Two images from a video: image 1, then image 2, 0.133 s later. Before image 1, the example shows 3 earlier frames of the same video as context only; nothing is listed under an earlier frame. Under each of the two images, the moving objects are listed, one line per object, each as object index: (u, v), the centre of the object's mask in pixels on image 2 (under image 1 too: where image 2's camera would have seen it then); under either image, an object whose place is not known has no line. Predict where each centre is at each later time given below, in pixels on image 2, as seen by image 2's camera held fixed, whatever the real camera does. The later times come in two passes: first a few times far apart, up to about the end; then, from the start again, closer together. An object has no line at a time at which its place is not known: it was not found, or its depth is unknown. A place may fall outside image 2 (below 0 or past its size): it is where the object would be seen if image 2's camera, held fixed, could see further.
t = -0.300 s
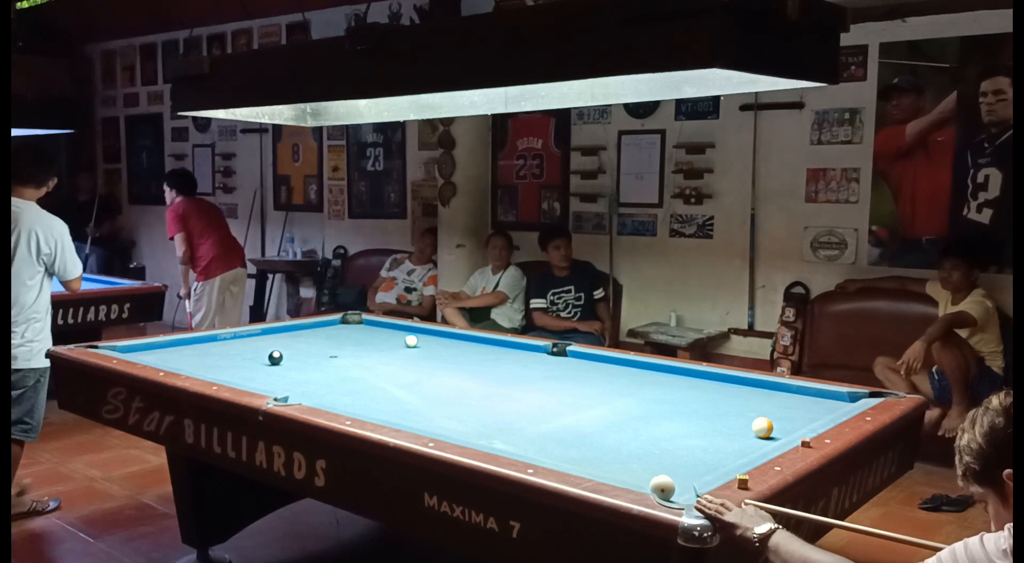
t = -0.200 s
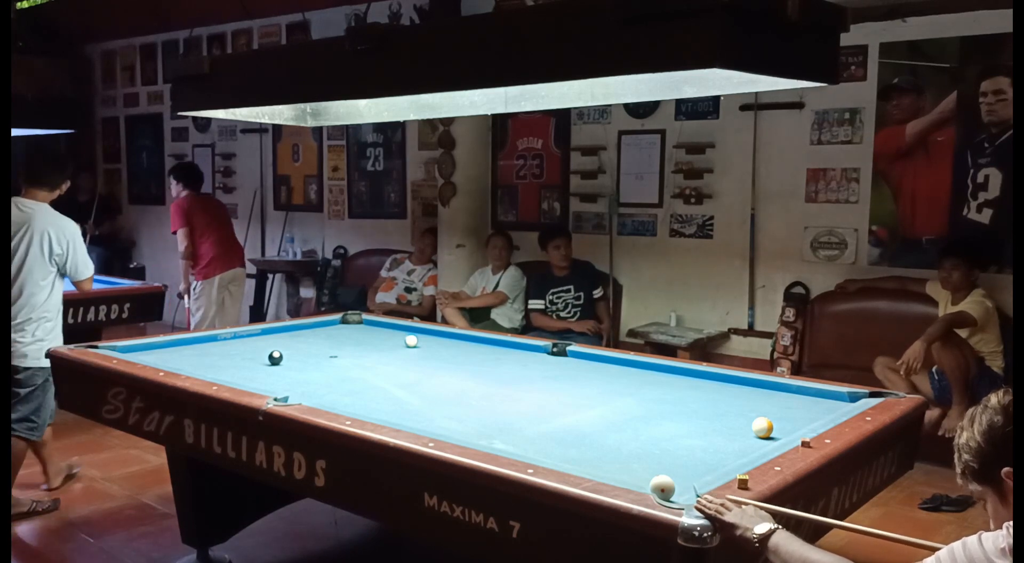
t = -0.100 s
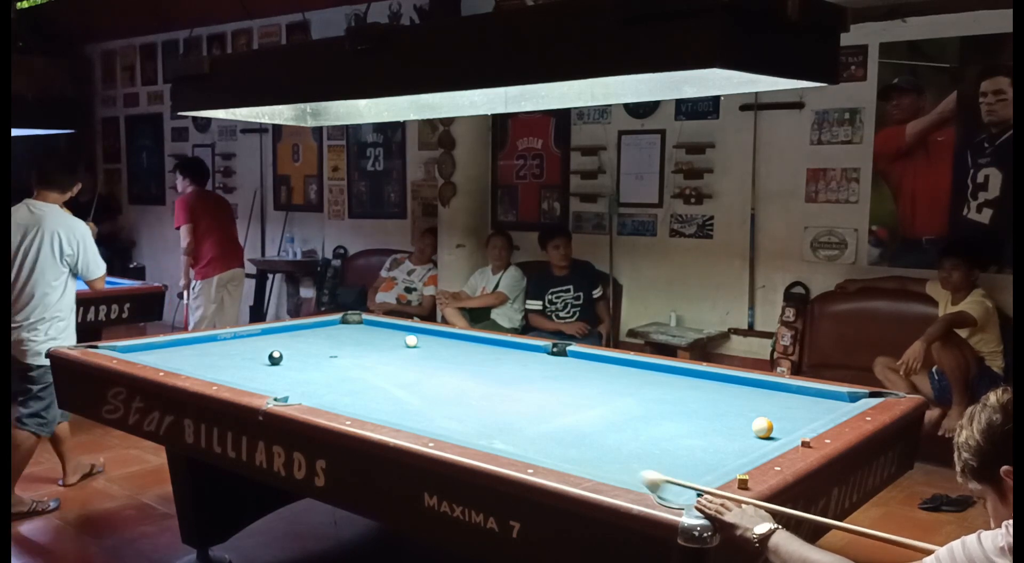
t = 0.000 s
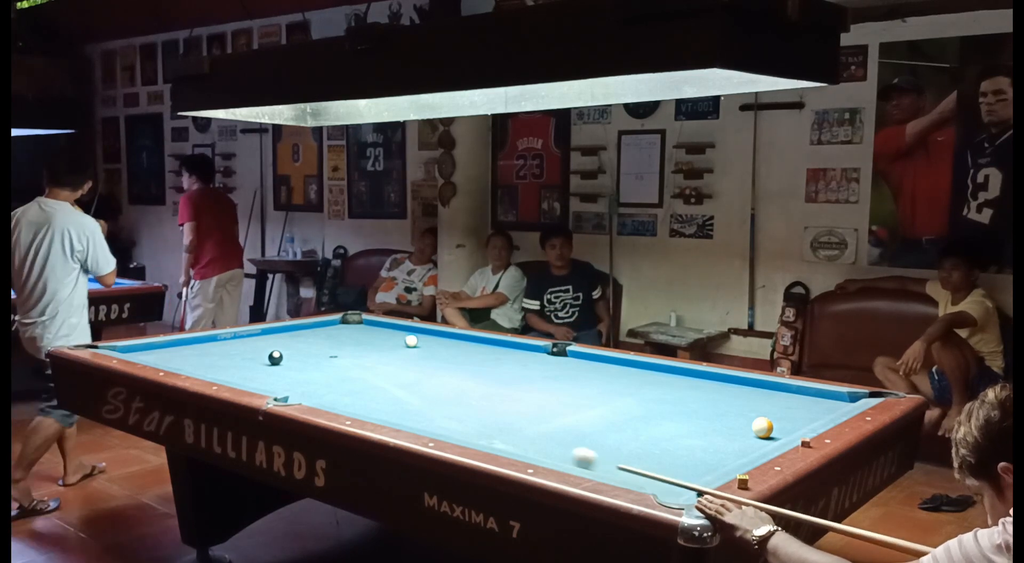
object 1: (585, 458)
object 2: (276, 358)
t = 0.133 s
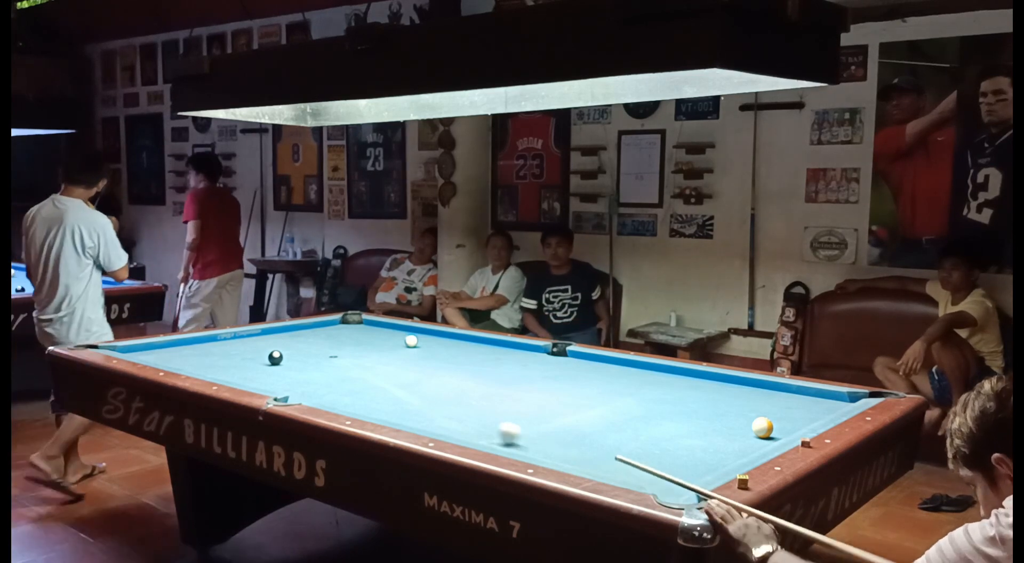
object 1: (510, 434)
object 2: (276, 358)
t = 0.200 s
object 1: (478, 422)
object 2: (275, 358)
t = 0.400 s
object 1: (396, 394)
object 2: (275, 358)
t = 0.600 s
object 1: (332, 371)
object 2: (276, 358)
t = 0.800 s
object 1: (292, 354)
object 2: (263, 358)
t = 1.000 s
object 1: (287, 339)
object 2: (224, 358)
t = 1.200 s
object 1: (287, 328)
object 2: (186, 358)
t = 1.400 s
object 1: (329, 329)
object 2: (149, 356)
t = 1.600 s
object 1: (369, 330)
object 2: (142, 354)
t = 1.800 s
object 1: (409, 331)
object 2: (145, 352)
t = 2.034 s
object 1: (445, 334)
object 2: (149, 349)
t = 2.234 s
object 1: (456, 339)
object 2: (152, 347)
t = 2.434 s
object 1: (468, 344)
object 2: (154, 345)
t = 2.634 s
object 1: (481, 349)
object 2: (165, 344)
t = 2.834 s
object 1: (493, 354)
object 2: (173, 344)
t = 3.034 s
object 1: (506, 359)
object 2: (180, 344)
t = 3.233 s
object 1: (518, 365)
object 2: (186, 344)
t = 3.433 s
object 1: (531, 370)
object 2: (191, 343)
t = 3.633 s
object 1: (544, 375)
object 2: (195, 343)
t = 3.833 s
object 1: (558, 381)
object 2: (198, 343)
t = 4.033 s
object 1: (571, 387)
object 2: (200, 343)
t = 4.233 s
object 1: (584, 392)
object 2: (201, 343)
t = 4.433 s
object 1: (597, 398)
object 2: (201, 343)
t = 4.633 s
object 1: (610, 403)
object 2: (201, 343)
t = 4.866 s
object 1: (625, 410)
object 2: (201, 343)
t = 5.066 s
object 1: (637, 415)
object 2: (201, 343)
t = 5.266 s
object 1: (649, 420)
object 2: (201, 343)
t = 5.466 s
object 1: (661, 425)
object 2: (201, 343)
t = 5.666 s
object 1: (672, 430)
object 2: (201, 343)
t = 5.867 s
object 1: (683, 434)
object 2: (201, 343)
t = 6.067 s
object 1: (694, 439)
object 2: (201, 343)
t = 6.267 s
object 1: (703, 443)
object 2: (201, 343)
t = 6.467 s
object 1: (712, 446)
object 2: (201, 343)
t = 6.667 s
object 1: (719, 450)
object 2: (201, 343)
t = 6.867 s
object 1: (726, 452)
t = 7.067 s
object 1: (731, 453)
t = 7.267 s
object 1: (735, 454)
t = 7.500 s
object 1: (737, 454)
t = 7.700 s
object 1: (736, 454)
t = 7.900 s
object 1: (737, 454)
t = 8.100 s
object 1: (737, 454)
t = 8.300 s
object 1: (737, 454)
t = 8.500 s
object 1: (737, 454)
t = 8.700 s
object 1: (737, 454)
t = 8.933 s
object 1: (737, 454)
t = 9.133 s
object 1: (737, 454)
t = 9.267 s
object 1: (736, 454)
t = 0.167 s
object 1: (493, 428)
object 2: (275, 358)
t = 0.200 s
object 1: (478, 422)
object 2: (275, 358)
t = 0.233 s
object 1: (462, 417)
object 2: (275, 358)
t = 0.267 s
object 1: (448, 412)
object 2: (275, 358)
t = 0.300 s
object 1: (435, 407)
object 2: (275, 358)
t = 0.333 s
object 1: (421, 403)
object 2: (275, 358)
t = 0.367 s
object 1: (408, 398)
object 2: (275, 358)
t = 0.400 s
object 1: (396, 394)
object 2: (275, 358)
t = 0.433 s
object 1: (384, 390)
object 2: (275, 358)
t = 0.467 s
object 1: (373, 386)
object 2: (276, 358)
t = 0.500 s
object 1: (362, 382)
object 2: (276, 358)
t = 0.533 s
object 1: (352, 378)
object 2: (276, 358)
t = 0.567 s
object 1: (341, 375)
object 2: (276, 358)
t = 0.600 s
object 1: (332, 371)
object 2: (276, 358)
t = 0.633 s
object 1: (323, 368)
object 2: (276, 358)
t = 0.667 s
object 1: (314, 365)
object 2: (276, 358)
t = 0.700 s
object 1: (305, 362)
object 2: (276, 358)
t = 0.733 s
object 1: (296, 359)
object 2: (275, 358)
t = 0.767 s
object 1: (291, 356)
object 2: (272, 357)
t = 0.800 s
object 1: (292, 354)
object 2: (263, 358)
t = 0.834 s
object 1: (292, 351)
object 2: (256, 358)
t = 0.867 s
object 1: (291, 348)
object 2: (249, 358)
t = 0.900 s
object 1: (290, 346)
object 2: (243, 358)
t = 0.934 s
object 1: (289, 343)
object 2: (236, 358)
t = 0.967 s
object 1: (288, 341)
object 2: (230, 358)
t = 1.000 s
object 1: (287, 339)
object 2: (224, 358)
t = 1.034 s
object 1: (286, 337)
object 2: (217, 358)
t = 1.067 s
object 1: (285, 334)
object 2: (211, 358)
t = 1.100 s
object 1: (284, 332)
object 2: (204, 358)
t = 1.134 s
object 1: (283, 330)
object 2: (198, 358)
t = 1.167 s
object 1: (282, 328)
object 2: (192, 358)
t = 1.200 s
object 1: (287, 328)
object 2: (186, 358)
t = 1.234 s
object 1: (294, 328)
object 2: (179, 358)
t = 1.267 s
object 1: (301, 328)
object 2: (173, 358)
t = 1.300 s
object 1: (308, 329)
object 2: (167, 358)
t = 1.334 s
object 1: (315, 329)
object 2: (161, 357)
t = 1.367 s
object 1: (322, 329)
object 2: (155, 356)
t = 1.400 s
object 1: (329, 329)
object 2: (149, 356)
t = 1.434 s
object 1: (335, 330)
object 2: (143, 355)
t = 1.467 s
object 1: (342, 330)
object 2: (140, 355)
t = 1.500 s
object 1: (349, 330)
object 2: (141, 354)
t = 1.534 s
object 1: (356, 330)
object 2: (141, 354)
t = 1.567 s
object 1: (363, 330)
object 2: (142, 354)
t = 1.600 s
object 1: (369, 330)
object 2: (142, 354)
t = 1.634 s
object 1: (376, 331)
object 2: (143, 353)
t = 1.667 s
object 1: (383, 331)
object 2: (143, 353)
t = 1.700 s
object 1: (389, 331)
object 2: (144, 353)
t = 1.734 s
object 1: (396, 331)
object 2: (144, 353)
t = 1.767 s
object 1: (403, 331)
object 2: (145, 353)
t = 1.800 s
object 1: (409, 331)
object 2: (145, 352)
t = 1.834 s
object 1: (416, 331)
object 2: (146, 352)
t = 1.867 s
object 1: (422, 332)
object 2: (146, 352)
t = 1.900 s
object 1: (429, 332)
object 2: (147, 351)
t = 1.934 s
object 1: (436, 333)
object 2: (147, 351)
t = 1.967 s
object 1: (441, 333)
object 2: (148, 350)
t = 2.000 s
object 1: (443, 334)
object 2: (148, 350)
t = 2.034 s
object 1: (445, 334)
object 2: (149, 349)
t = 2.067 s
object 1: (447, 335)
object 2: (149, 349)
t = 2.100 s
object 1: (449, 336)
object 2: (150, 348)
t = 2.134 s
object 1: (451, 337)
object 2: (151, 348)
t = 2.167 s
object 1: (453, 337)
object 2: (151, 348)
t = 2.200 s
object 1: (454, 338)
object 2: (151, 347)
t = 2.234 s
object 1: (456, 339)
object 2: (152, 347)
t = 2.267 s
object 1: (458, 340)
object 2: (152, 346)
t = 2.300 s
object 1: (460, 341)
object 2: (153, 346)
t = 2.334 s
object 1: (462, 342)
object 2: (153, 345)
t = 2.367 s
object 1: (465, 342)
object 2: (153, 345)
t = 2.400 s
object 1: (466, 343)
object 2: (153, 345)
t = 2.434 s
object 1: (468, 344)
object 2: (154, 345)
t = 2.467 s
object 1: (470, 345)
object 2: (156, 345)
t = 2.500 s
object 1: (472, 345)
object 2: (158, 345)
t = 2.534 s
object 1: (474, 346)
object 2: (160, 345)
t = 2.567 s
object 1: (476, 347)
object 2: (162, 345)
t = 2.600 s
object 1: (479, 348)
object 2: (163, 345)
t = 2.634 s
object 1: (481, 349)
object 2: (165, 344)
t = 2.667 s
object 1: (483, 350)
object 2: (166, 344)
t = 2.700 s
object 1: (485, 351)
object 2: (168, 344)
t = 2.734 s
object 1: (487, 352)
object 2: (169, 344)
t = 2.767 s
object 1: (489, 352)
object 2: (171, 344)
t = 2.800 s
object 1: (491, 353)
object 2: (172, 344)
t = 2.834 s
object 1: (493, 354)
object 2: (173, 344)
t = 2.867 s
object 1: (495, 355)
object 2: (175, 344)
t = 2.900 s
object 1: (497, 356)
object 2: (176, 344)
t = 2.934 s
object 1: (499, 357)
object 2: (177, 344)
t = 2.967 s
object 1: (501, 358)
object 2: (178, 344)
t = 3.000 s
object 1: (503, 359)
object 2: (179, 344)
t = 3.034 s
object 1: (506, 359)
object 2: (180, 344)
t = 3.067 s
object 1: (508, 360)
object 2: (181, 344)
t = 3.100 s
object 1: (510, 361)
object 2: (182, 344)
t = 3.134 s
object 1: (512, 362)
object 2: (183, 344)
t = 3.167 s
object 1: (514, 363)
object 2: (184, 344)
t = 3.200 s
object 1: (516, 364)
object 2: (185, 344)
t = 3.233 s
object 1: (518, 365)
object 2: (186, 344)
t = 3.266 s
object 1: (521, 366)
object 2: (187, 344)
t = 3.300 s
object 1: (523, 366)
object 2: (188, 343)
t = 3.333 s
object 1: (525, 367)
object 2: (189, 343)
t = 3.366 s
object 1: (527, 368)
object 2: (190, 343)
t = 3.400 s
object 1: (529, 369)
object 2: (190, 343)
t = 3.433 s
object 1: (531, 370)
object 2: (191, 343)
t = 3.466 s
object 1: (534, 371)
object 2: (192, 343)
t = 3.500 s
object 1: (536, 372)
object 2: (193, 343)
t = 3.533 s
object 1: (538, 373)
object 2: (193, 343)
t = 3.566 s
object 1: (540, 374)
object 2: (194, 343)
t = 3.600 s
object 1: (542, 375)
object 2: (195, 343)
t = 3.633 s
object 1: (544, 375)
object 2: (195, 343)
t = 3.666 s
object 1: (547, 377)
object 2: (196, 343)
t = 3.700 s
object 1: (549, 377)
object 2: (196, 343)
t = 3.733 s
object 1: (551, 378)
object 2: (197, 343)
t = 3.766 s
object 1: (553, 379)
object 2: (197, 343)
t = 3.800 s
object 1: (556, 380)
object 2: (198, 343)
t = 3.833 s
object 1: (558, 381)
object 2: (198, 343)
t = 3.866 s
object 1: (560, 382)
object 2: (199, 343)
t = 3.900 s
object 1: (562, 383)
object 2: (199, 343)
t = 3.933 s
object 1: (564, 384)
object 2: (199, 343)
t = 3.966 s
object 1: (567, 385)
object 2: (199, 343)
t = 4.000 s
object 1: (569, 386)
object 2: (200, 343)
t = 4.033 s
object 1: (571, 387)
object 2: (200, 343)
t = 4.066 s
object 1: (573, 387)
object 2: (200, 343)
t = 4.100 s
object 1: (576, 389)
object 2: (200, 343)
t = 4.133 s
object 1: (578, 389)
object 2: (200, 343)
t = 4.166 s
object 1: (580, 390)
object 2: (201, 343)
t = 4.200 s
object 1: (582, 391)
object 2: (201, 343)
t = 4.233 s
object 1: (584, 392)
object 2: (201, 343)
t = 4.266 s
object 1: (587, 393)
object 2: (201, 343)
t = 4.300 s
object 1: (589, 394)
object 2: (201, 343)
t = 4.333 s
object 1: (591, 395)
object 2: (201, 343)
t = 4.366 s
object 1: (593, 396)
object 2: (201, 343)
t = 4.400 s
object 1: (595, 397)
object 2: (201, 343)
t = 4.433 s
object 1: (597, 398)
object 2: (201, 343)
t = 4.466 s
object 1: (599, 399)
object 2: (201, 343)
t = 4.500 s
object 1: (601, 399)
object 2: (201, 343)
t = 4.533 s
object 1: (603, 400)
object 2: (201, 343)
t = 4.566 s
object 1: (606, 402)
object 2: (201, 343)
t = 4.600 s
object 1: (608, 402)
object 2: (201, 343)
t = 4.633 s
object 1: (610, 403)
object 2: (201, 343)
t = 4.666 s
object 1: (612, 404)
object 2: (201, 343)
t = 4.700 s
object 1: (615, 405)
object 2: (201, 343)
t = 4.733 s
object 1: (616, 406)
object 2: (201, 343)
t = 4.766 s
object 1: (618, 407)
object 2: (201, 343)
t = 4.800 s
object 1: (621, 408)
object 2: (201, 343)
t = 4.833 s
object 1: (623, 409)
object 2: (201, 343)
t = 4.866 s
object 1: (625, 410)
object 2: (201, 343)
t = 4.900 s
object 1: (627, 411)
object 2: (201, 343)
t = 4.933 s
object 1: (629, 411)
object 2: (201, 343)
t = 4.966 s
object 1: (631, 412)
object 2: (201, 343)
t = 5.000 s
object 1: (633, 413)
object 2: (201, 343)
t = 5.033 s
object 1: (635, 414)
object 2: (201, 343)
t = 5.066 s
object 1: (637, 415)
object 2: (201, 343)
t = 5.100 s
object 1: (639, 416)
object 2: (201, 343)
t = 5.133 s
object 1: (641, 417)
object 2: (201, 343)
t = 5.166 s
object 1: (643, 418)
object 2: (201, 343)
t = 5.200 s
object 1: (645, 419)
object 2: (201, 343)
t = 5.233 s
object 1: (647, 420)
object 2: (201, 343)
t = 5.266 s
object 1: (649, 420)
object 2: (201, 343)
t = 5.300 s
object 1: (651, 421)
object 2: (201, 343)
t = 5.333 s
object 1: (653, 422)
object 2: (201, 343)
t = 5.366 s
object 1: (655, 423)
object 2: (201, 343)
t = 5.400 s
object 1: (657, 424)
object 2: (201, 343)
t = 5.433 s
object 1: (659, 424)
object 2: (201, 343)
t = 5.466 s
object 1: (661, 425)
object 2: (201, 343)
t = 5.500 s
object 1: (663, 426)
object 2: (201, 343)
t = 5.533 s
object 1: (665, 427)
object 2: (201, 343)
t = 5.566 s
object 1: (667, 428)
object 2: (201, 343)
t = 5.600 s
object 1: (669, 428)
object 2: (201, 343)
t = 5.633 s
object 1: (670, 429)
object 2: (201, 343)
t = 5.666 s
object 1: (672, 430)
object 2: (201, 343)
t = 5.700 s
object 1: (674, 431)
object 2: (201, 343)
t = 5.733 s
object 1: (676, 431)
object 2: (201, 343)
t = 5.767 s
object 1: (678, 432)
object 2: (201, 343)
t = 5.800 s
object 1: (680, 433)
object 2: (201, 343)
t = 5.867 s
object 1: (683, 434)
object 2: (201, 343)
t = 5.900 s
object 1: (685, 435)
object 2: (201, 343)
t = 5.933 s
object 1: (687, 436)
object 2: (201, 343)
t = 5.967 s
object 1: (688, 437)
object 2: (201, 343)
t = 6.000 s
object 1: (690, 437)
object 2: (201, 343)
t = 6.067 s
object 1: (694, 439)
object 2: (201, 343)
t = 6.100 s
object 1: (695, 440)
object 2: (201, 343)
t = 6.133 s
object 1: (697, 440)
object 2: (201, 343)
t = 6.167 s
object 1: (699, 441)
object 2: (201, 343)
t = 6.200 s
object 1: (700, 442)
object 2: (201, 343)
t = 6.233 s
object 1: (702, 442)
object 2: (201, 343)
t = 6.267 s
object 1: (703, 443)
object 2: (201, 343)
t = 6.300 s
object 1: (705, 444)
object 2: (201, 343)
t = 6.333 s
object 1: (706, 444)
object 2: (201, 343)
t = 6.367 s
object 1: (708, 445)
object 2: (201, 343)
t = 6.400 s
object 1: (709, 445)
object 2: (201, 343)
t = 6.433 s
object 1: (710, 446)
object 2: (201, 343)
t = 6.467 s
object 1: (712, 446)
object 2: (201, 343)
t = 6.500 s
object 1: (713, 447)
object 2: (201, 343)
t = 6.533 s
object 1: (714, 447)
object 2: (201, 343)
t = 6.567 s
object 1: (716, 448)
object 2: (201, 343)
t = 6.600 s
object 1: (717, 449)
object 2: (201, 343)
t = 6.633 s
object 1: (718, 449)
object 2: (201, 343)
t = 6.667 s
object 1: (719, 450)
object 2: (201, 343)
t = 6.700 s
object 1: (721, 450)
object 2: (201, 343)
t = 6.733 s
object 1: (722, 451)
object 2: (201, 343)
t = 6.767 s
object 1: (723, 451)
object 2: (201, 343)
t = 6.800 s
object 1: (724, 452)
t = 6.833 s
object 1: (725, 452)
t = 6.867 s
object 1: (726, 452)
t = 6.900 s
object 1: (727, 453)
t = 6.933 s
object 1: (728, 453)
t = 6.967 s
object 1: (729, 453)
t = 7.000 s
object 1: (729, 453)
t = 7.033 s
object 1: (730, 453)
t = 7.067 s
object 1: (731, 453)
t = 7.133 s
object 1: (733, 453)
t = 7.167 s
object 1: (733, 454)
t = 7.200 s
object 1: (734, 454)
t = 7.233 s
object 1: (735, 454)
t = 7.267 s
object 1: (735, 454)
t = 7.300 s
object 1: (736, 454)
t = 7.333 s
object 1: (736, 453)
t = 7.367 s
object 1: (737, 453)
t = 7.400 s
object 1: (737, 453)
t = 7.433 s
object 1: (738, 453)
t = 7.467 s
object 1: (737, 453)
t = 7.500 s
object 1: (737, 454)
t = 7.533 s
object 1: (737, 453)
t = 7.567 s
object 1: (737, 454)
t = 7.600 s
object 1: (736, 454)
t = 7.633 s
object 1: (736, 454)
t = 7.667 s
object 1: (736, 454)
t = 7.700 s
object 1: (736, 454)
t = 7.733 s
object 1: (736, 454)
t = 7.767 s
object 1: (737, 454)
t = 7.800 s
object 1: (736, 454)
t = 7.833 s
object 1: (737, 454)
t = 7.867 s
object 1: (737, 454)
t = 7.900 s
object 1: (737, 454)
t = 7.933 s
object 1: (737, 454)
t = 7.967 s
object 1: (737, 454)
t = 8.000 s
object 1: (737, 454)
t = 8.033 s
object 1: (737, 454)
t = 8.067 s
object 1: (737, 454)
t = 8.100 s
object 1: (737, 454)
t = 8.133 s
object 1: (737, 454)
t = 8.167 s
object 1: (737, 454)
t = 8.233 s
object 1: (737, 454)
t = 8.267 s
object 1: (737, 454)
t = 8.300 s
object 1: (737, 454)
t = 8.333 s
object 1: (737, 454)
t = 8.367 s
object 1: (737, 454)
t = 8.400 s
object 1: (737, 454)
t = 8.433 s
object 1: (737, 454)
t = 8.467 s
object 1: (736, 454)
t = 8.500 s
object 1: (737, 454)
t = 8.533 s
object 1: (737, 454)
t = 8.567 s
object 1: (737, 454)
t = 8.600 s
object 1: (737, 454)
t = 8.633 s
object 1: (737, 454)
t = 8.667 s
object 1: (736, 454)
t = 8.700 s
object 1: (737, 454)
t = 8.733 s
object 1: (736, 454)
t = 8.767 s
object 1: (737, 454)
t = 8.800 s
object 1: (737, 454)
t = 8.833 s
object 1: (737, 454)
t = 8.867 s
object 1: (737, 454)
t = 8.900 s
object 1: (737, 454)
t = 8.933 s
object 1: (737, 454)
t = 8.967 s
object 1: (737, 454)
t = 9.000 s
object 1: (736, 454)
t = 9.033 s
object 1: (737, 454)
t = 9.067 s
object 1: (737, 454)
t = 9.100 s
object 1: (737, 454)
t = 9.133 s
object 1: (737, 454)
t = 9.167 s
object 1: (737, 454)
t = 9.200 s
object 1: (737, 454)
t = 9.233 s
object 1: (737, 454)
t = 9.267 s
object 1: (736, 454)
